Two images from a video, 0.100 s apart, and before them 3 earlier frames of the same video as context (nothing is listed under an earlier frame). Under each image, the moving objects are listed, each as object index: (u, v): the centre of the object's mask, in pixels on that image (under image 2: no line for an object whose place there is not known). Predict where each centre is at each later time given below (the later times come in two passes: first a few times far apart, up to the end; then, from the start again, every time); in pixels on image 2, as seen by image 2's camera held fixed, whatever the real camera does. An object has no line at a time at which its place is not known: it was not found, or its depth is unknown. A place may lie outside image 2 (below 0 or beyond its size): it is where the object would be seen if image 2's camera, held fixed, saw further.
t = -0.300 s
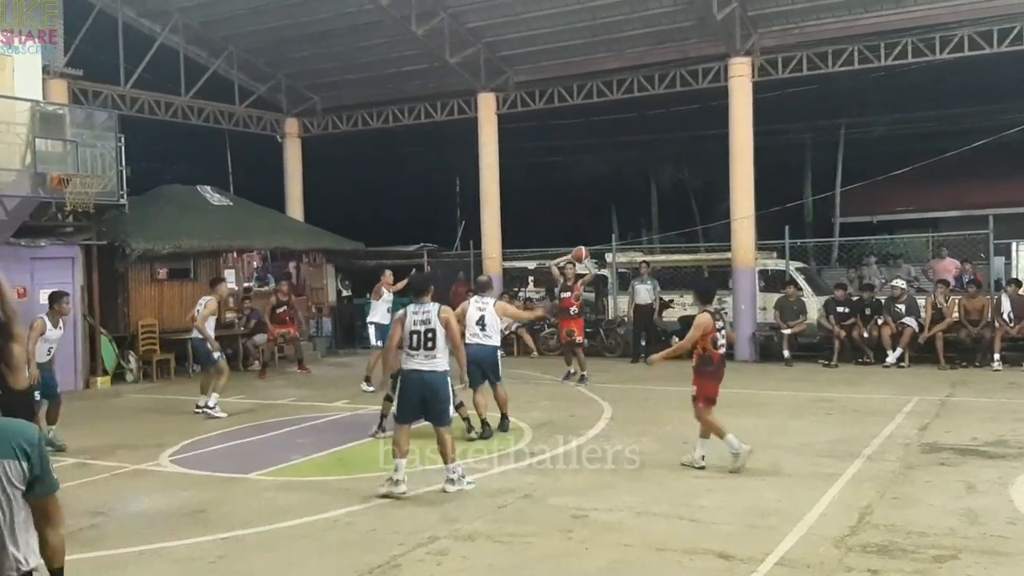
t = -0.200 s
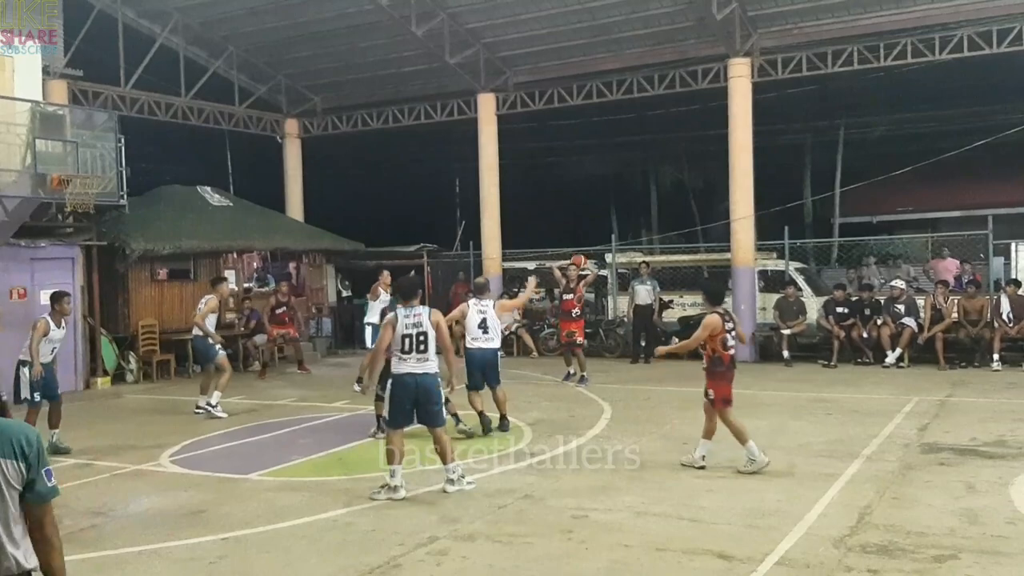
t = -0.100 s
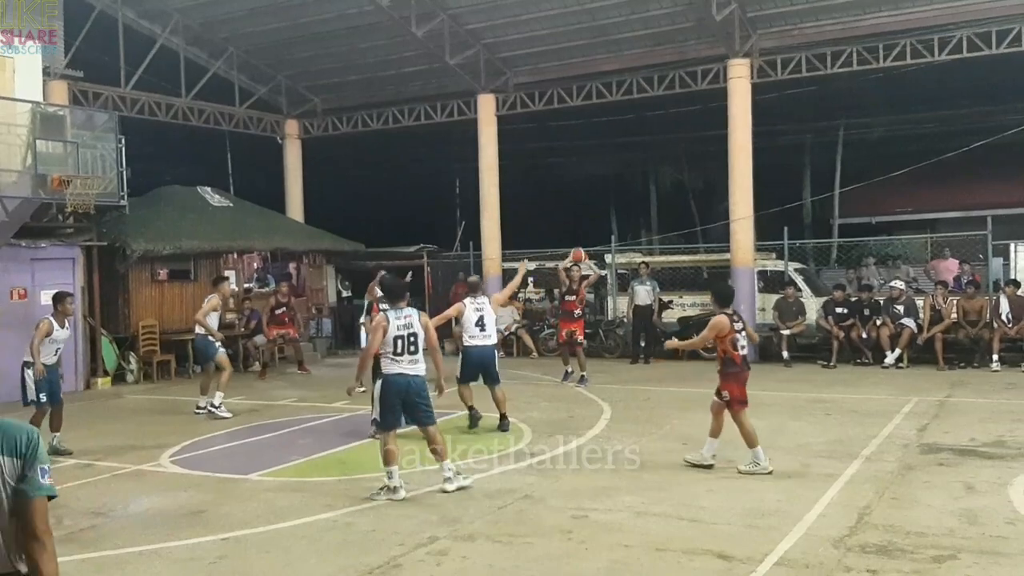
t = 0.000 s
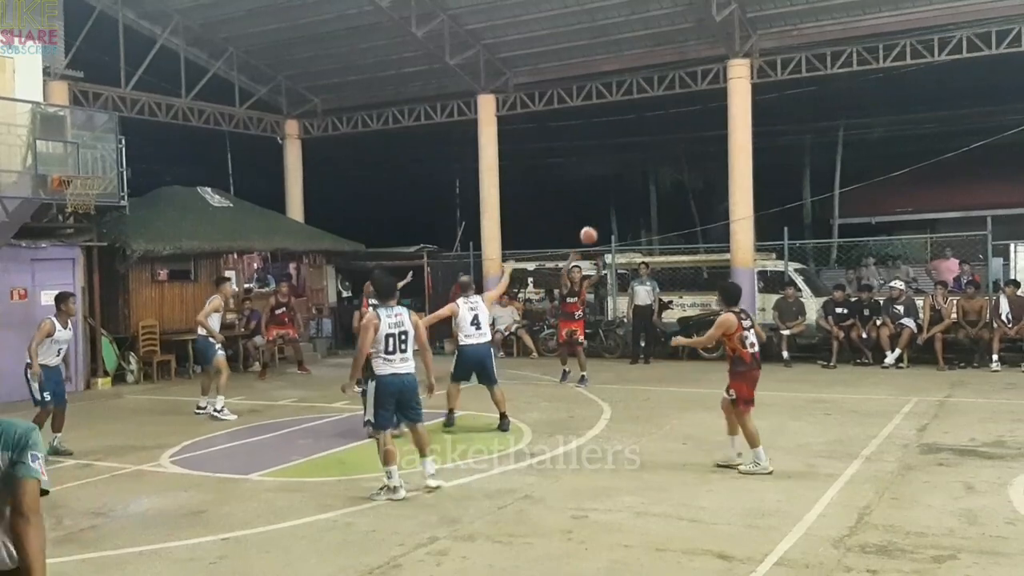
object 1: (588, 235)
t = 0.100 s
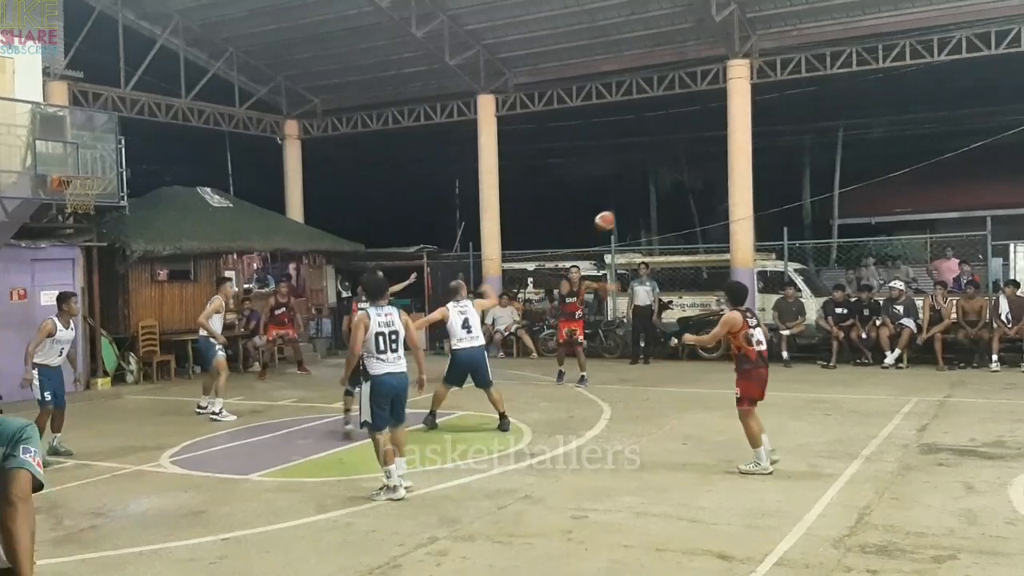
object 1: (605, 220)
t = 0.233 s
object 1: (632, 211)
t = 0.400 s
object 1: (676, 220)
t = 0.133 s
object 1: (611, 216)
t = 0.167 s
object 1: (618, 215)
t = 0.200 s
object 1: (625, 212)
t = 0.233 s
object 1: (632, 211)
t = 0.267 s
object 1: (640, 211)
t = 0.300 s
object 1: (649, 211)
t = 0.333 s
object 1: (658, 213)
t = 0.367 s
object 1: (667, 216)
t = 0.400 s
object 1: (676, 220)
